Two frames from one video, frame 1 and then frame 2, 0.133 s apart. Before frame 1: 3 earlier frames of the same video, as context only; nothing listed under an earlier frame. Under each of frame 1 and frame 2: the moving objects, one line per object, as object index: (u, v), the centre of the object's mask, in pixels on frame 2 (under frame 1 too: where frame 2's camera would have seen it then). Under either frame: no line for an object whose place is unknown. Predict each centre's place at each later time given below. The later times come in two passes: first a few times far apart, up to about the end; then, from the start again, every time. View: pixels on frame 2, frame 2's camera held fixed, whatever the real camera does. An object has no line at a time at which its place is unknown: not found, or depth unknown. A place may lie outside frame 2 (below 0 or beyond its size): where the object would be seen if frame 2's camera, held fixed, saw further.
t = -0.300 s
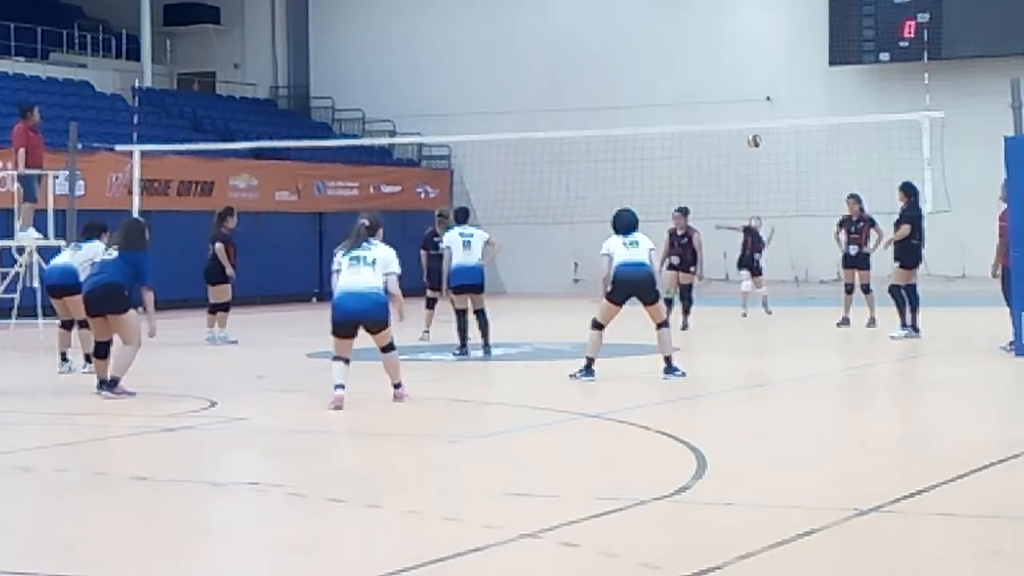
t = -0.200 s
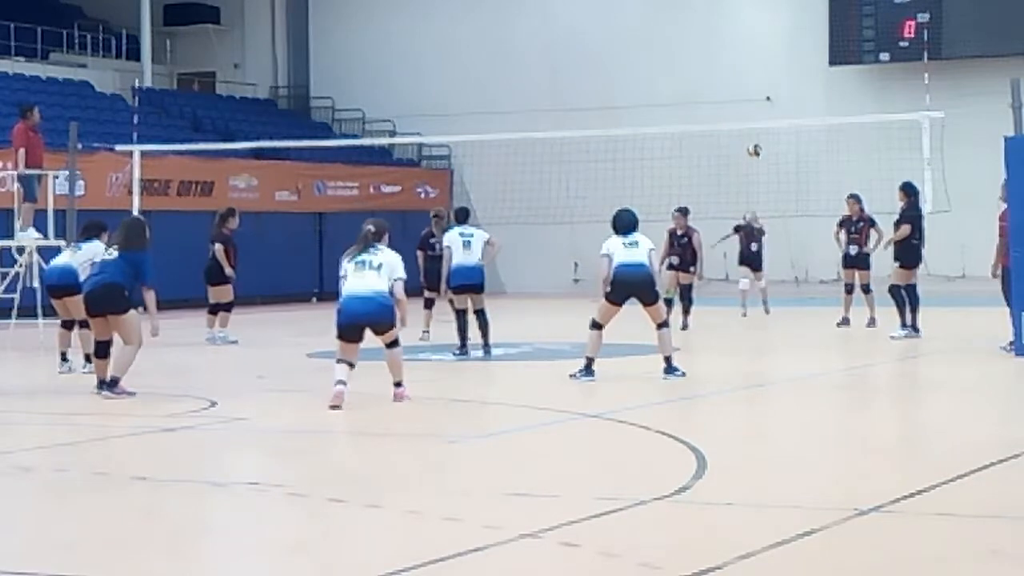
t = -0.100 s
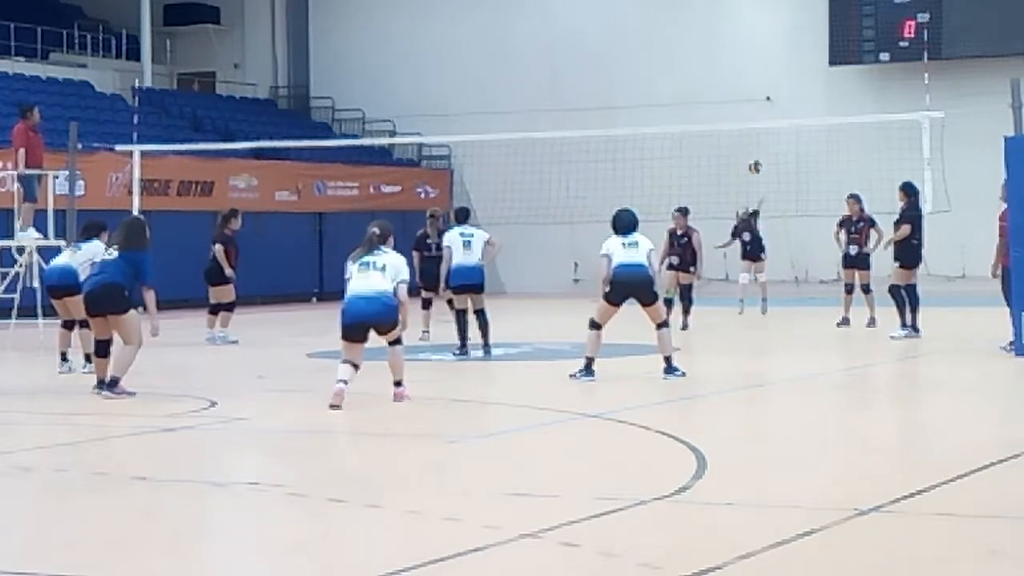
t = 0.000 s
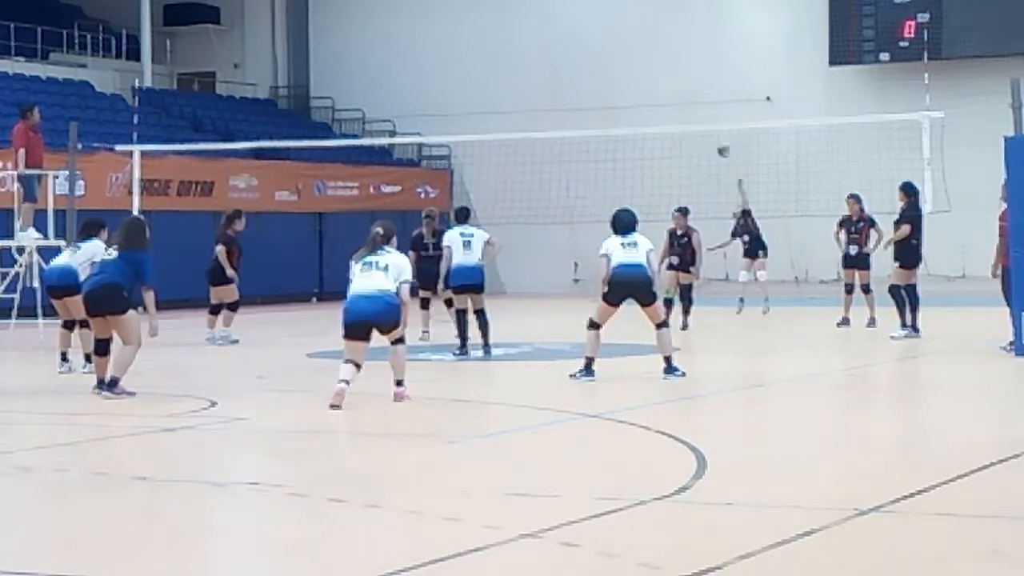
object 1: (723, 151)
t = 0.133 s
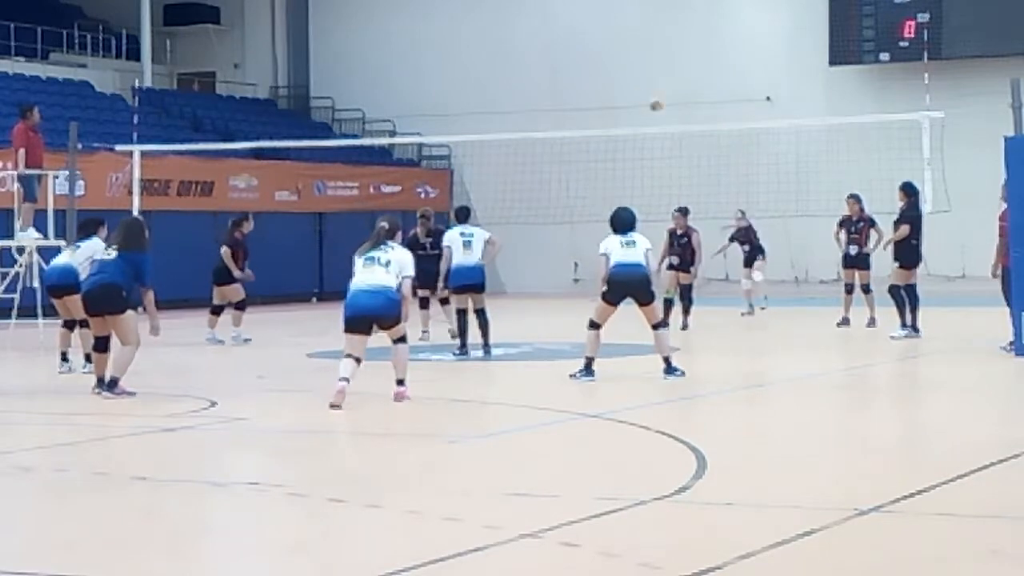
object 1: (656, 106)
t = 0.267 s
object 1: (586, 69)
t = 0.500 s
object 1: (462, 40)
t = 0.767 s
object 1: (312, 66)
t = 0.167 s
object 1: (639, 96)
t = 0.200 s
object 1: (620, 86)
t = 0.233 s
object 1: (604, 77)
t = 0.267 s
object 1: (586, 69)
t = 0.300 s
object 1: (568, 61)
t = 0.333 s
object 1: (551, 56)
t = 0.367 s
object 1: (533, 51)
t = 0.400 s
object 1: (515, 47)
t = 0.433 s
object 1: (497, 44)
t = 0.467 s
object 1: (479, 42)
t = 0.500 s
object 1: (462, 40)
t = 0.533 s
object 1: (443, 40)
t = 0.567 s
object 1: (423, 40)
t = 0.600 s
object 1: (407, 42)
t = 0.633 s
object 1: (387, 44)
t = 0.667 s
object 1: (369, 48)
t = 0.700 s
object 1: (350, 52)
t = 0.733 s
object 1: (331, 56)
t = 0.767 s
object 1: (312, 66)
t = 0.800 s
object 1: (296, 74)
